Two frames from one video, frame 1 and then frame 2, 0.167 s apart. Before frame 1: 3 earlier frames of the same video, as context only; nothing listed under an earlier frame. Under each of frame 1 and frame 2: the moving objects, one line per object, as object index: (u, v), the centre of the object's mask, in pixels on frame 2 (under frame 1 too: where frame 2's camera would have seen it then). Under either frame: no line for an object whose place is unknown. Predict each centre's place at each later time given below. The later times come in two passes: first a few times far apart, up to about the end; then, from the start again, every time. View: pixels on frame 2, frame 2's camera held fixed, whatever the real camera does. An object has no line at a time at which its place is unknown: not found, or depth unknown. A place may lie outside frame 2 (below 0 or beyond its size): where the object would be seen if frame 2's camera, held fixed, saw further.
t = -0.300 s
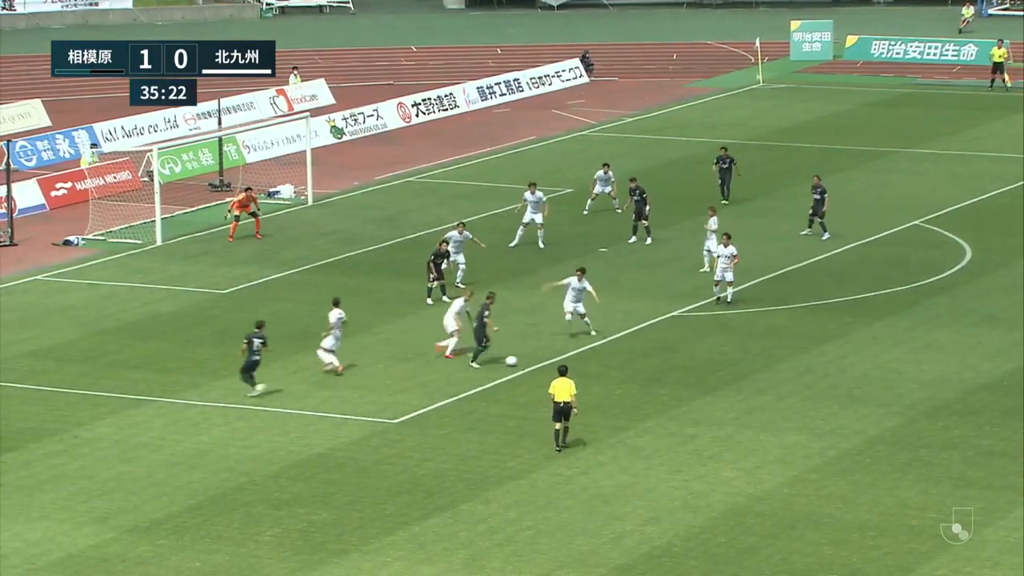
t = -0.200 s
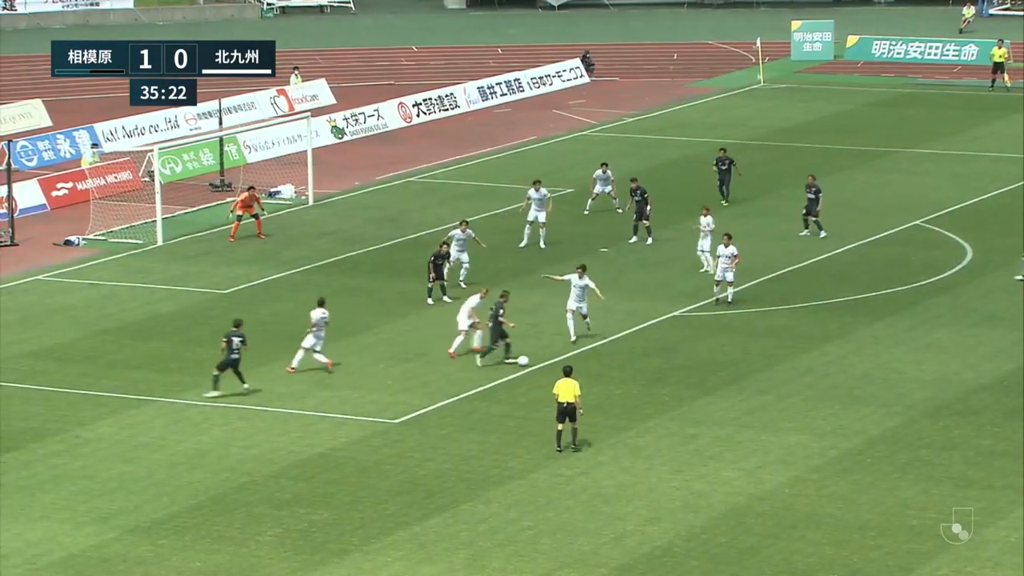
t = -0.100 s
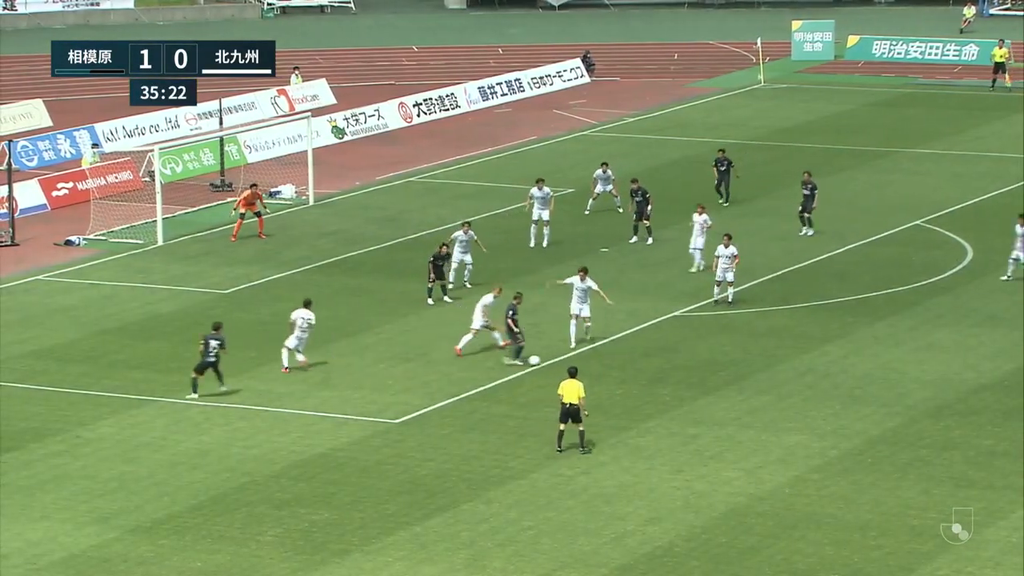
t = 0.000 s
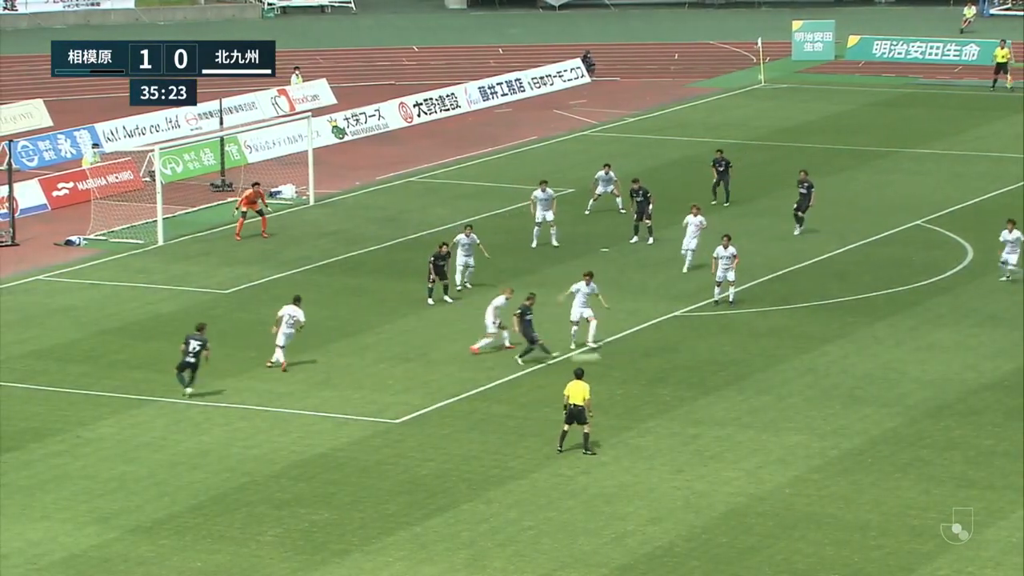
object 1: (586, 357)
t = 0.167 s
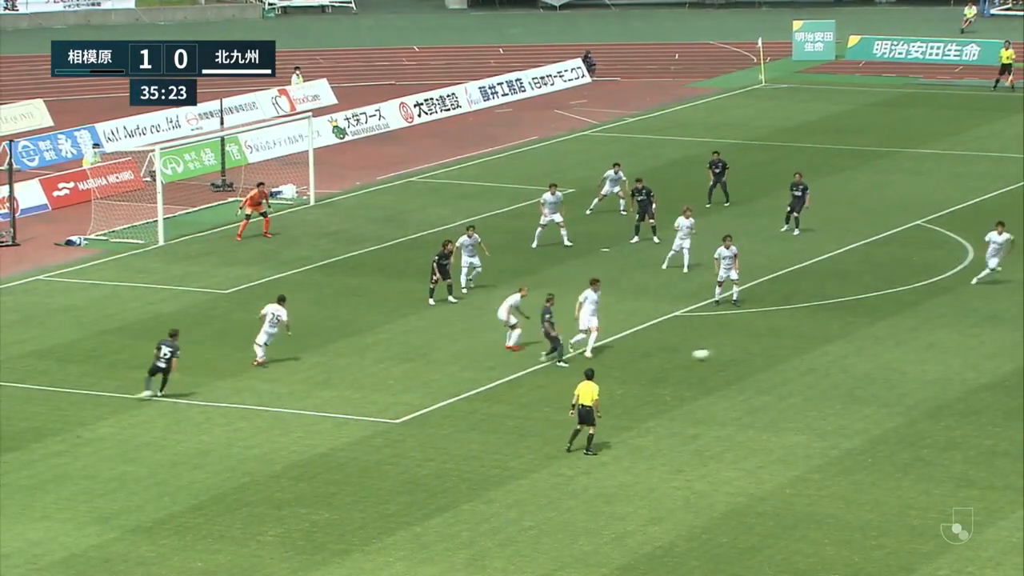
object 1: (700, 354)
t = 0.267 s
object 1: (763, 350)
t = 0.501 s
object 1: (894, 349)
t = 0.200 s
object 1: (722, 352)
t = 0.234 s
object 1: (744, 351)
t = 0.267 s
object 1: (763, 350)
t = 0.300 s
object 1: (784, 350)
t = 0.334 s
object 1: (807, 352)
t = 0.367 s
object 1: (824, 352)
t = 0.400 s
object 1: (841, 351)
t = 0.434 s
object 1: (860, 350)
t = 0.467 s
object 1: (877, 350)
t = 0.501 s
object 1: (894, 349)
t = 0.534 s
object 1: (912, 350)
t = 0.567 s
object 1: (926, 349)
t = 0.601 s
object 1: (941, 348)
